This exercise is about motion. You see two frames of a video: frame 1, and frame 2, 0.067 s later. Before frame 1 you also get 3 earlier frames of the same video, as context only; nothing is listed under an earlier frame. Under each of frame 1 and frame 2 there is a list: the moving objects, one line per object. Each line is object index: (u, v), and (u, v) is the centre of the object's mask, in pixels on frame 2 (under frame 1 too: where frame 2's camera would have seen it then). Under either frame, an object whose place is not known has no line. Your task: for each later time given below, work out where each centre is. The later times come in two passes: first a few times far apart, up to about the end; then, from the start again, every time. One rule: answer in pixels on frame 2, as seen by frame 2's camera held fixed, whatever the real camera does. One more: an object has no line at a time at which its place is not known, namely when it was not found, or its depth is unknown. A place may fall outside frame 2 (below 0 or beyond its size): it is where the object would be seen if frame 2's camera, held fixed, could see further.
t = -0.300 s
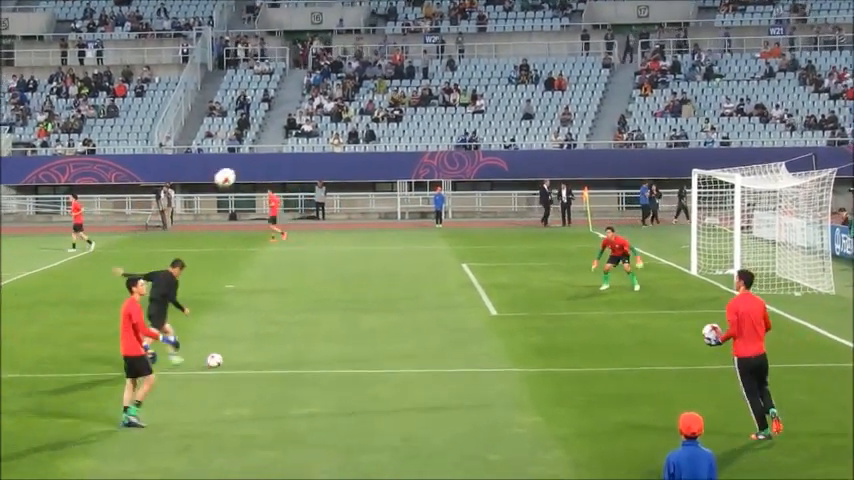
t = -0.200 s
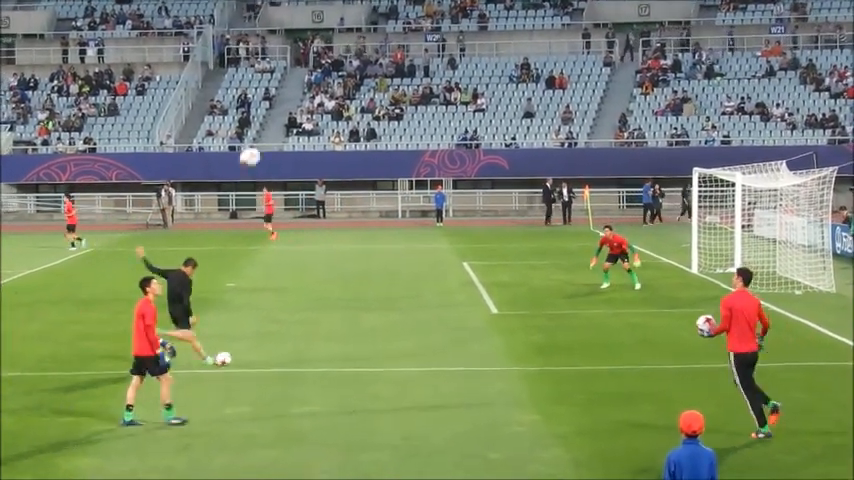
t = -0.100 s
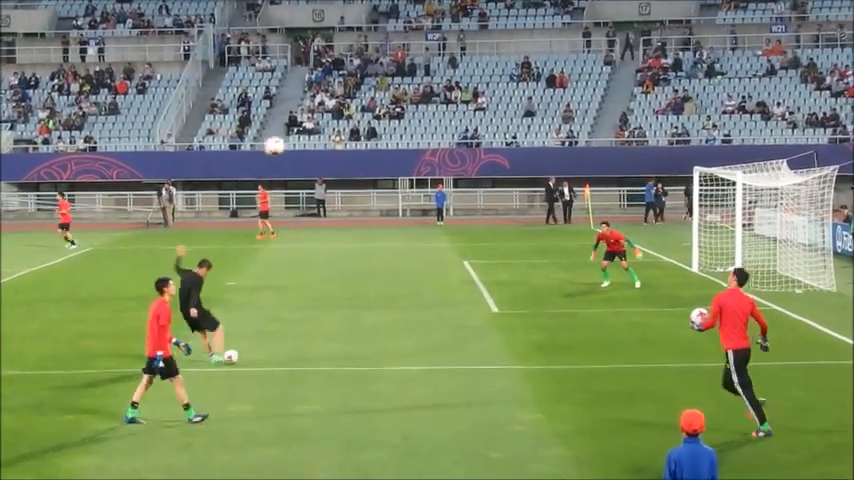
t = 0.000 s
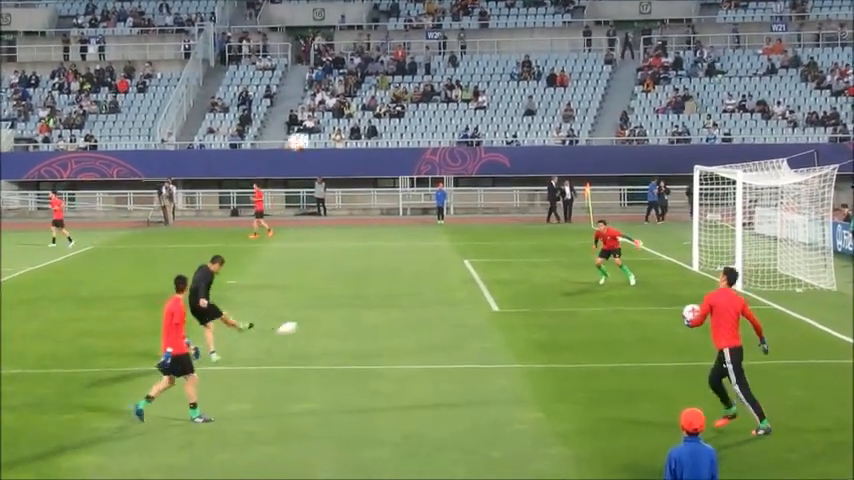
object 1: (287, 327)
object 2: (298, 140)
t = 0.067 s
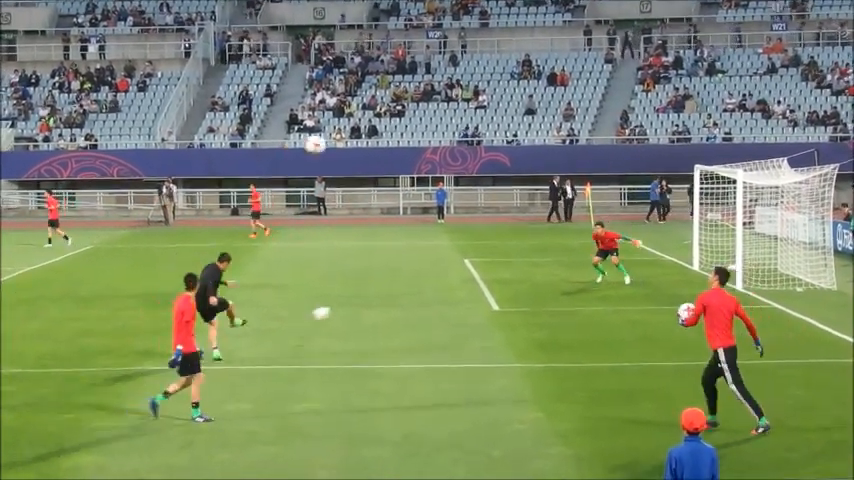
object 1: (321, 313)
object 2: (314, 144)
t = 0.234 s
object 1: (387, 294)
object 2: (355, 169)
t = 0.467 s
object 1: (447, 296)
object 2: (409, 242)
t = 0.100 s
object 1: (336, 307)
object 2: (323, 147)
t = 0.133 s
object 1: (350, 303)
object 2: (331, 151)
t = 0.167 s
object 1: (363, 299)
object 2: (339, 156)
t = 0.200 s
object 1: (375, 296)
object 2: (347, 162)
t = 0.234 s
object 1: (387, 294)
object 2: (355, 169)
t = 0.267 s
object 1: (397, 292)
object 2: (363, 176)
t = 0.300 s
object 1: (407, 291)
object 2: (370, 185)
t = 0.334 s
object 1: (416, 291)
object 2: (378, 195)
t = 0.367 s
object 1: (424, 292)
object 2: (385, 204)
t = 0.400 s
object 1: (432, 293)
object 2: (393, 217)
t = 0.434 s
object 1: (439, 294)
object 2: (401, 228)
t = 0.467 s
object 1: (447, 296)
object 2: (409, 242)
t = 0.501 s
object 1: (452, 295)
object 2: (417, 256)
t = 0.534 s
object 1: (457, 290)
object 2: (424, 271)
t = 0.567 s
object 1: (463, 285)
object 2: (432, 287)
